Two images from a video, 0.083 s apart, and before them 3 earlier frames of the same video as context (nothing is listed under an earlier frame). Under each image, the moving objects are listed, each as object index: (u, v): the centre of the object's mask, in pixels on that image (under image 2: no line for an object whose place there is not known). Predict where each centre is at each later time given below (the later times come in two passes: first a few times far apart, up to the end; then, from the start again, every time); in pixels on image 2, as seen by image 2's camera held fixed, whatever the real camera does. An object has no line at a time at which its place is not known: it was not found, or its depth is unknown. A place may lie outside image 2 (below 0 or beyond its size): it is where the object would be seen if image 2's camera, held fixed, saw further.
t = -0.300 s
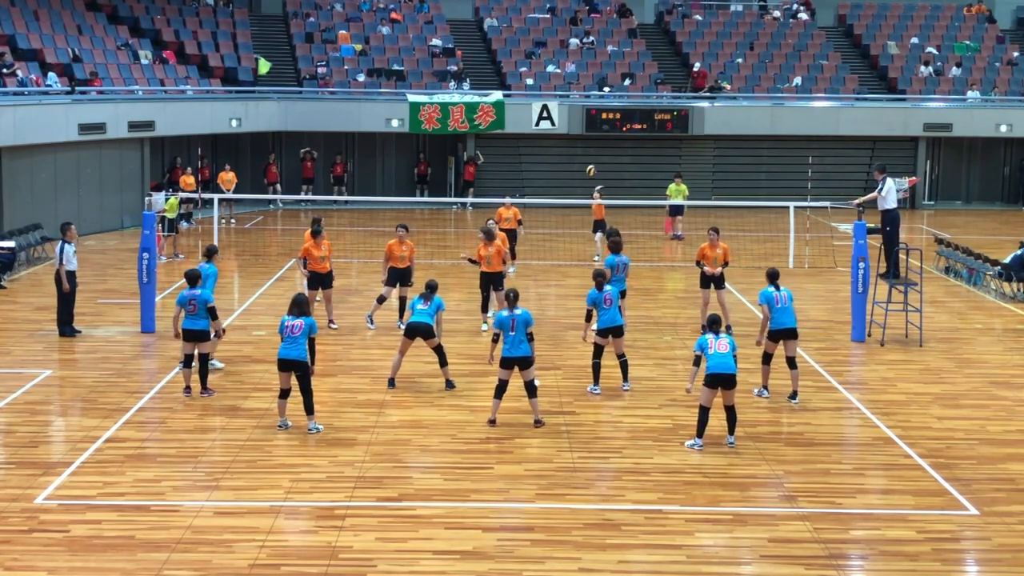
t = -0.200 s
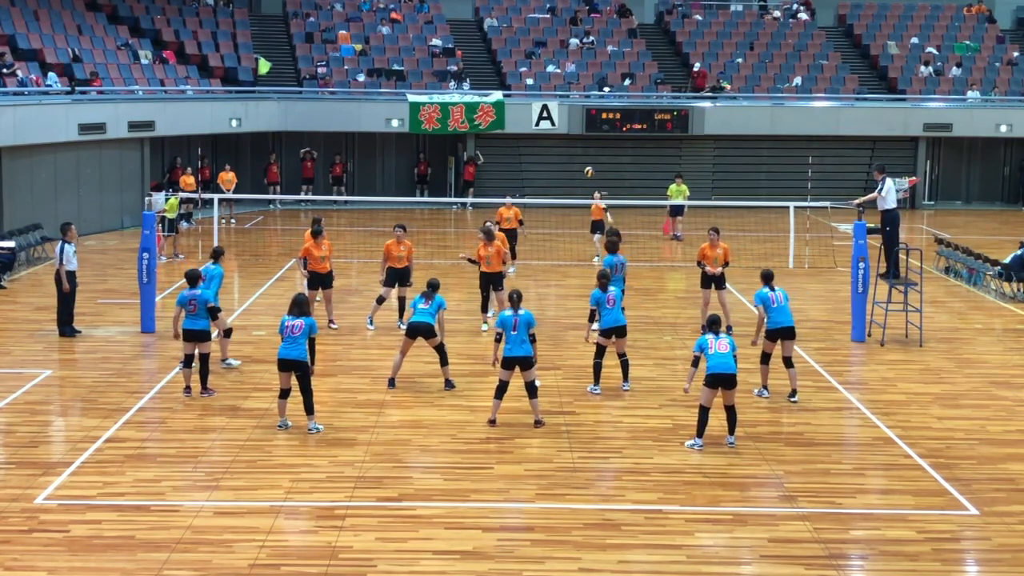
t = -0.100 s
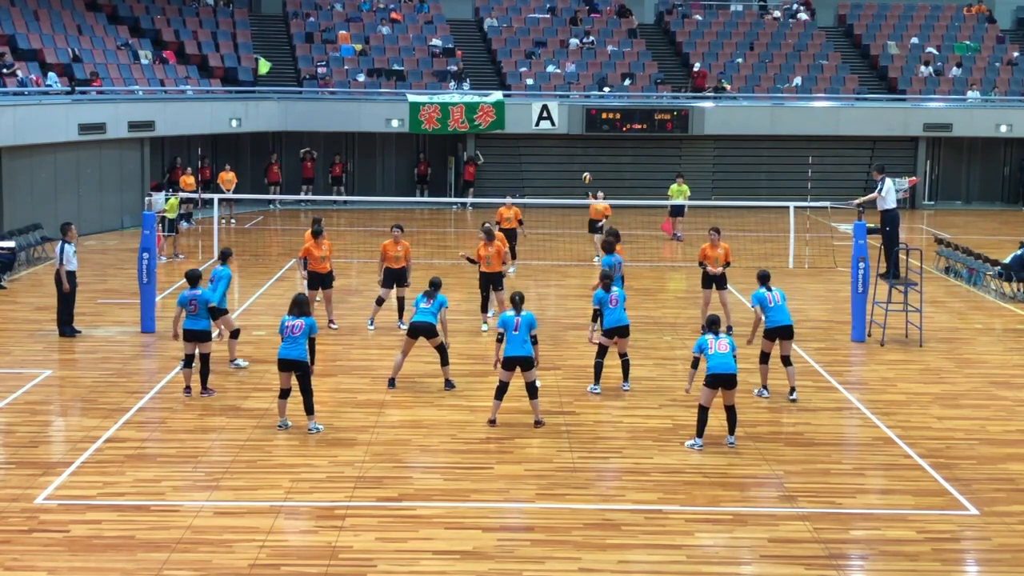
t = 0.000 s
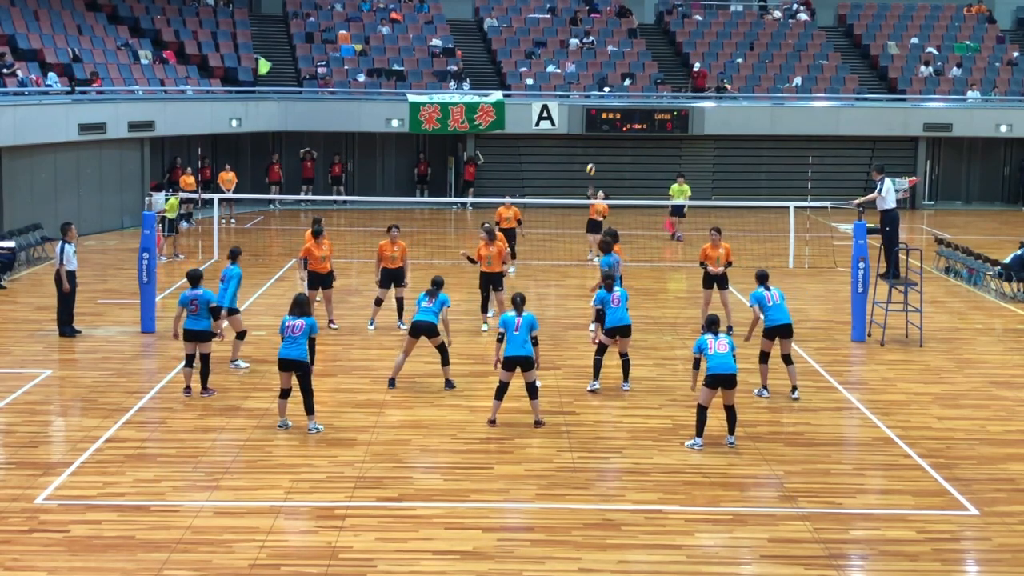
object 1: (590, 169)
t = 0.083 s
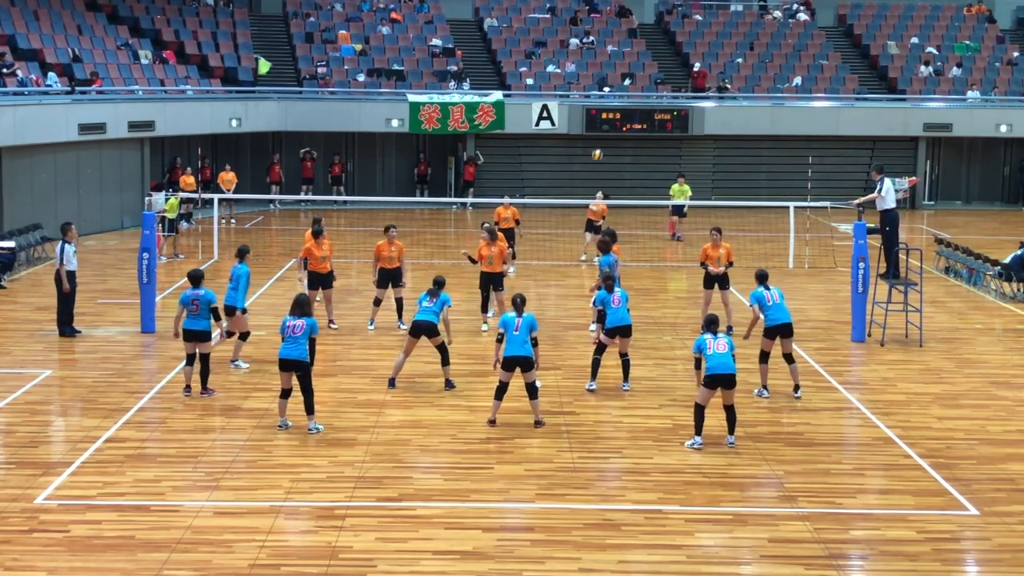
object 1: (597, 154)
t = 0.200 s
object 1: (606, 138)
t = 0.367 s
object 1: (618, 124)
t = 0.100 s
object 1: (598, 152)
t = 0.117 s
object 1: (599, 149)
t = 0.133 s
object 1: (601, 147)
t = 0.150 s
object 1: (602, 145)
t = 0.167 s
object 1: (603, 142)
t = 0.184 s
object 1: (605, 140)
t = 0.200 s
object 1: (606, 138)
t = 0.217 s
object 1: (607, 136)
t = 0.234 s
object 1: (608, 134)
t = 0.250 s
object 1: (609, 132)
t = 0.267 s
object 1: (611, 130)
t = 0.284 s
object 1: (612, 129)
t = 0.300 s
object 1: (613, 127)
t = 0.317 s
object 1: (614, 126)
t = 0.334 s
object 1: (615, 125)
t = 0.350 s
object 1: (617, 125)
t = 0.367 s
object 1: (618, 124)
